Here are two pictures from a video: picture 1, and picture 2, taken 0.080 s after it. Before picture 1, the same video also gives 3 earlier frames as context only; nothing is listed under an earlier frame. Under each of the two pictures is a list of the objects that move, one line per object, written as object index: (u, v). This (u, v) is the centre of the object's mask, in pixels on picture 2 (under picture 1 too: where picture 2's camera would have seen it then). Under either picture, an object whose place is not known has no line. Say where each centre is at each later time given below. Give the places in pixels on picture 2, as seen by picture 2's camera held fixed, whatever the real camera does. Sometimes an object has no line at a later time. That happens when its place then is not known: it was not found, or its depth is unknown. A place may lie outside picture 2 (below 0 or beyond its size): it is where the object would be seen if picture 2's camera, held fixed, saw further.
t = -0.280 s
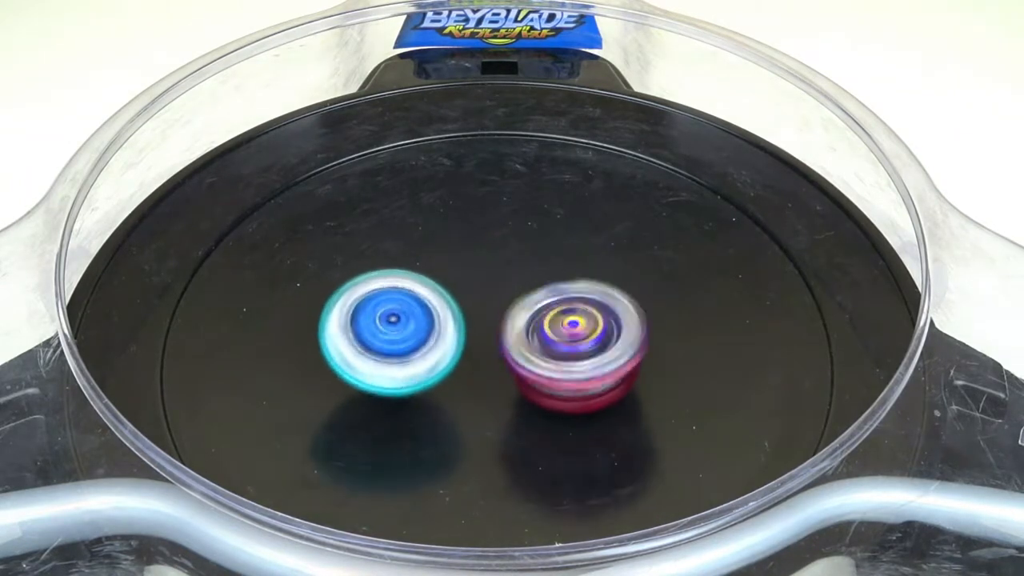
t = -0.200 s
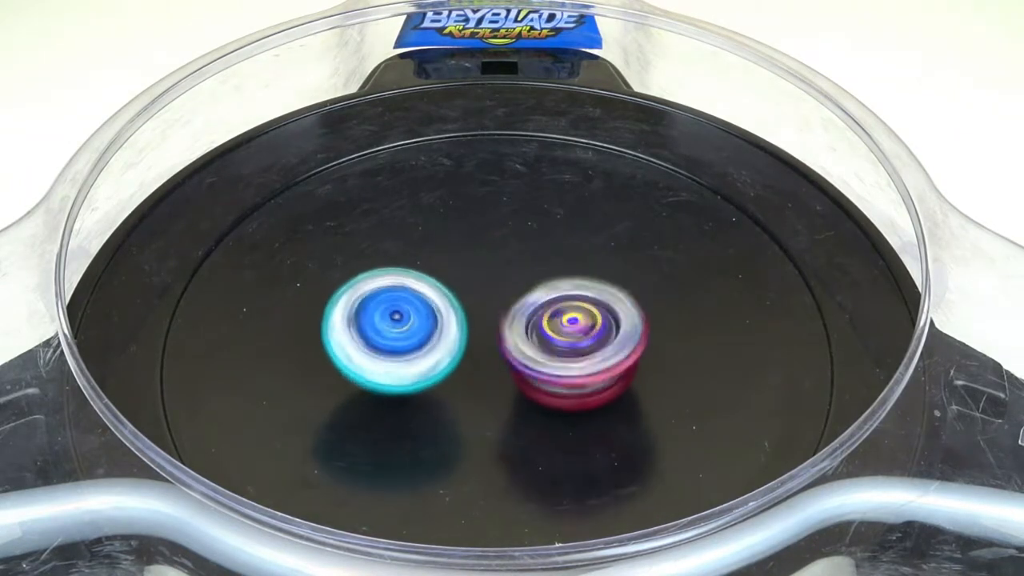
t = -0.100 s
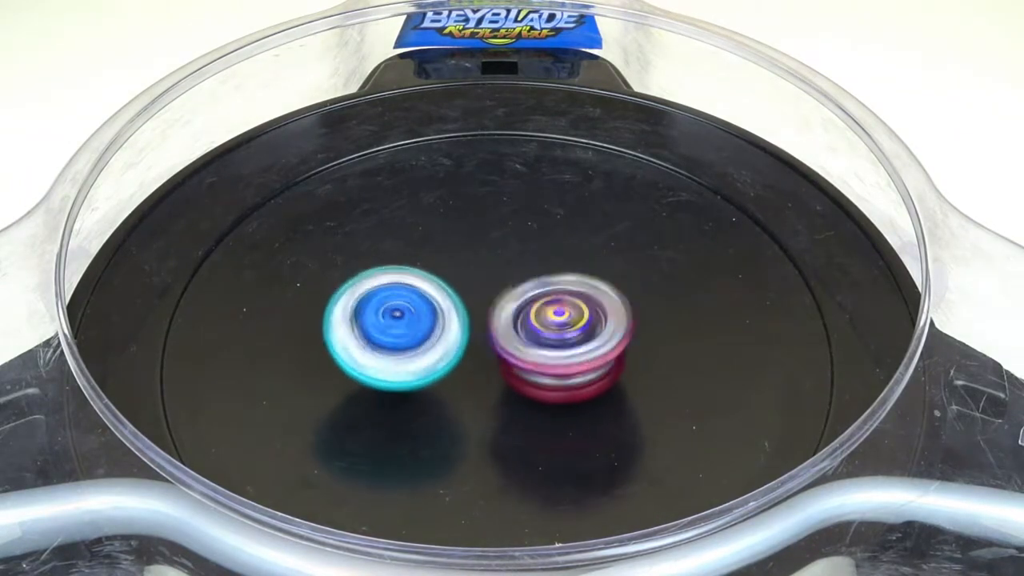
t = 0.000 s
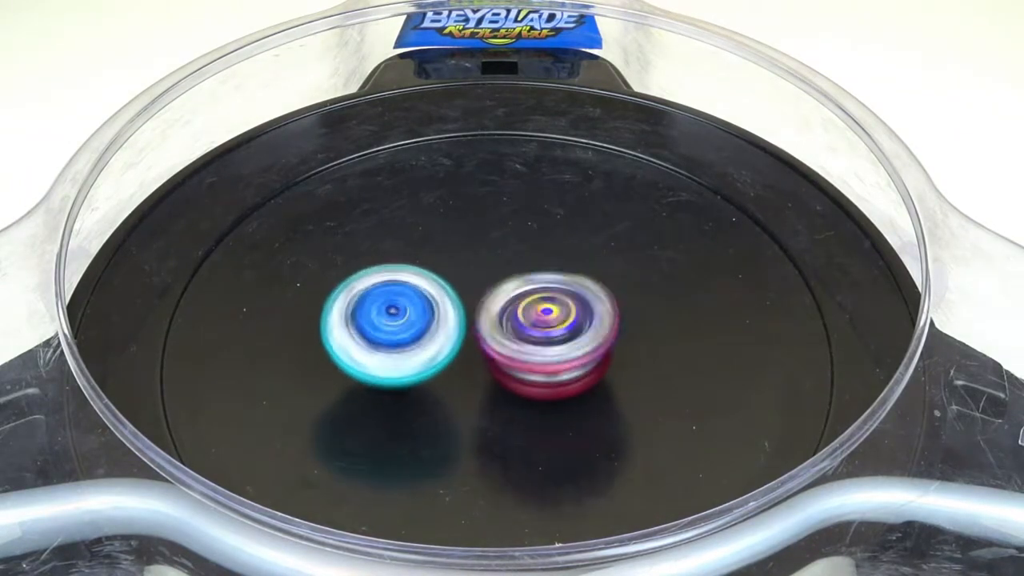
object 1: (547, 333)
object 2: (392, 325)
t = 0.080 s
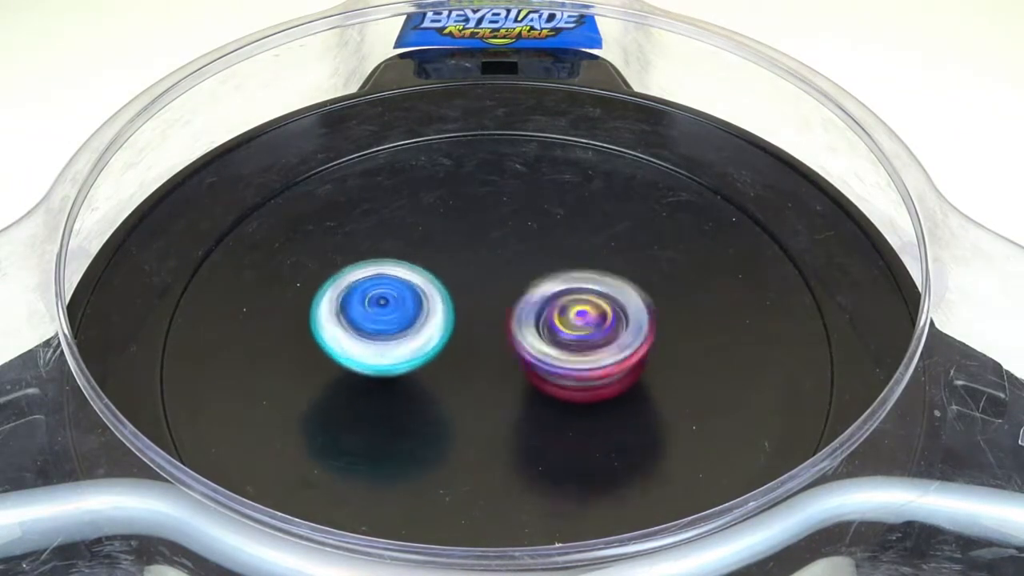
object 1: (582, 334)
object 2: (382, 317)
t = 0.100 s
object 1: (594, 334)
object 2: (385, 315)
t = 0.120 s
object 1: (604, 332)
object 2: (389, 316)
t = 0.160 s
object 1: (619, 327)
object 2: (386, 319)
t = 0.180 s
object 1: (624, 323)
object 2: (384, 317)
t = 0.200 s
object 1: (627, 318)
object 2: (386, 314)
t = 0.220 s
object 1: (628, 313)
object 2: (390, 314)
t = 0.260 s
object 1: (628, 303)
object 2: (387, 319)
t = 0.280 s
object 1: (624, 298)
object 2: (385, 318)
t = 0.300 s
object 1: (621, 295)
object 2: (386, 315)
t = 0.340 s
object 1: (606, 289)
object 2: (394, 316)
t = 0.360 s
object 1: (599, 287)
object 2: (392, 316)
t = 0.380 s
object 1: (589, 286)
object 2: (389, 317)
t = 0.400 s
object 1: (578, 284)
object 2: (388, 315)
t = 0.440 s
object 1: (558, 285)
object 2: (395, 314)
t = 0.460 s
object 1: (548, 285)
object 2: (396, 316)
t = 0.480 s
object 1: (539, 287)
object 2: (394, 316)
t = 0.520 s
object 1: (550, 288)
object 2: (357, 309)
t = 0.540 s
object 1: (576, 290)
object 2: (329, 302)
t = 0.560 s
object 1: (600, 293)
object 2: (316, 297)
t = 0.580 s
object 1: (620, 297)
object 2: (308, 294)
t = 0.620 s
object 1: (652, 299)
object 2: (322, 292)
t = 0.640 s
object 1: (665, 299)
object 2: (329, 297)
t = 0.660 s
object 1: (675, 298)
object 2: (326, 301)
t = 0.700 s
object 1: (685, 295)
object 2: (328, 303)
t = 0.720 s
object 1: (687, 294)
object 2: (330, 304)
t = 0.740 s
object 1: (687, 290)
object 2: (328, 306)
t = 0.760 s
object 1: (686, 287)
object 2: (328, 307)
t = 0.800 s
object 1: (681, 281)
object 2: (329, 306)
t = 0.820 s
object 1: (675, 280)
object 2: (329, 308)
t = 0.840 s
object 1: (668, 279)
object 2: (330, 309)
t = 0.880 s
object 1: (651, 279)
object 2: (328, 309)
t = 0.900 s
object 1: (642, 280)
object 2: (329, 310)
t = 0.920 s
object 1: (633, 282)
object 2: (332, 311)
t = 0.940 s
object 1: (623, 285)
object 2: (332, 313)
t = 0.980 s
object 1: (601, 293)
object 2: (329, 315)
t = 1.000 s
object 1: (589, 299)
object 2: (331, 314)
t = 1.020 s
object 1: (578, 304)
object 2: (332, 314)
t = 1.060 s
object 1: (557, 314)
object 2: (332, 318)
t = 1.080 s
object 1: (547, 319)
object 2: (331, 319)
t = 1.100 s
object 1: (536, 326)
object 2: (331, 317)
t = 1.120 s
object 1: (526, 332)
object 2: (331, 318)
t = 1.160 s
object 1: (506, 346)
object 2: (334, 321)
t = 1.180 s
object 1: (498, 351)
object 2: (333, 322)
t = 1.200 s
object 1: (490, 358)
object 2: (331, 324)
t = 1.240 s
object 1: (476, 371)
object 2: (331, 321)
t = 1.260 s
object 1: (487, 383)
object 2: (319, 308)
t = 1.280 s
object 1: (499, 397)
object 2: (311, 297)
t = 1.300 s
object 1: (510, 408)
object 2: (306, 289)
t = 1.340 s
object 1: (529, 424)
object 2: (326, 280)
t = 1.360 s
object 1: (536, 429)
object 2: (333, 281)
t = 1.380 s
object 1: (545, 434)
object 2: (336, 283)
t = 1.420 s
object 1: (560, 436)
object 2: (341, 283)
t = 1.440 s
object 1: (567, 434)
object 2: (340, 283)
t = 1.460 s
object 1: (574, 433)
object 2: (342, 286)
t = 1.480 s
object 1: (579, 429)
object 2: (341, 288)
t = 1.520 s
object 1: (585, 418)
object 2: (338, 289)
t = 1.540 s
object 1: (587, 412)
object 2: (338, 288)
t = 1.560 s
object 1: (586, 404)
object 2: (337, 287)
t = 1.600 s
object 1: (581, 389)
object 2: (339, 291)
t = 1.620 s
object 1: (576, 381)
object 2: (336, 293)
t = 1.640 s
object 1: (570, 374)
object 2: (335, 294)
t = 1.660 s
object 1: (563, 365)
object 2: (334, 293)
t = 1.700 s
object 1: (548, 351)
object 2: (334, 294)
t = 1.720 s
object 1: (540, 345)
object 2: (334, 294)
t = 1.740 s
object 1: (532, 337)
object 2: (332, 296)
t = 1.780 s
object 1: (516, 325)
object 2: (329, 298)
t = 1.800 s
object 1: (507, 321)
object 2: (328, 297)
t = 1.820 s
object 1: (499, 315)
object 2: (328, 297)
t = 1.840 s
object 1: (491, 311)
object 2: (327, 297)
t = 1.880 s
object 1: (475, 302)
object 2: (326, 299)
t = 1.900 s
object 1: (468, 298)
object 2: (325, 299)
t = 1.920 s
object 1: (462, 294)
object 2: (322, 299)
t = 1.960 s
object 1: (449, 286)
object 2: (321, 298)
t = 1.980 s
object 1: (448, 282)
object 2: (315, 299)
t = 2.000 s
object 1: (449, 279)
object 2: (313, 295)
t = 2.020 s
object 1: (450, 275)
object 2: (315, 291)
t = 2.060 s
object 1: (450, 268)
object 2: (321, 290)
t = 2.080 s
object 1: (449, 264)
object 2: (321, 292)
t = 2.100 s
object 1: (448, 260)
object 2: (318, 298)
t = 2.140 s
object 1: (445, 253)
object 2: (317, 296)
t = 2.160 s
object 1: (444, 250)
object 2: (318, 297)
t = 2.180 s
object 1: (443, 248)
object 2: (320, 295)
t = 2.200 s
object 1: (441, 245)
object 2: (321, 294)
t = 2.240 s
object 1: (438, 243)
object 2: (321, 294)
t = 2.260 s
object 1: (437, 243)
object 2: (319, 295)
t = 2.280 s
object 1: (435, 243)
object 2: (318, 294)
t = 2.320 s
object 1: (436, 244)
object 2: (319, 292)
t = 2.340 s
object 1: (437, 245)
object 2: (322, 289)
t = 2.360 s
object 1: (438, 246)
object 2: (325, 288)
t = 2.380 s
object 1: (441, 248)
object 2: (324, 289)
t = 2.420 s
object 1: (453, 252)
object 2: (321, 290)
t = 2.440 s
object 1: (460, 253)
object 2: (323, 288)
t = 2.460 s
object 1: (466, 255)
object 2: (325, 287)
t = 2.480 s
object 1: (473, 256)
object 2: (328, 286)
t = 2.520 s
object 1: (487, 259)
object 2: (332, 285)
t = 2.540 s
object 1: (493, 260)
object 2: (332, 286)
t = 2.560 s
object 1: (501, 261)
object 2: (332, 285)
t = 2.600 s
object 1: (514, 264)
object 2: (333, 283)
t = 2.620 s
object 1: (520, 264)
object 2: (335, 282)
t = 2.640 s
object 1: (527, 266)
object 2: (339, 281)
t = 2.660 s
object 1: (533, 266)
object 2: (343, 280)
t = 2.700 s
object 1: (546, 268)
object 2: (346, 281)
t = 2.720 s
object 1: (552, 270)
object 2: (347, 282)
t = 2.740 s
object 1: (558, 271)
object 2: (347, 282)
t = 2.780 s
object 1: (569, 273)
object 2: (349, 280)
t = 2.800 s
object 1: (574, 275)
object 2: (352, 279)
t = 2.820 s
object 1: (579, 275)
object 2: (356, 279)
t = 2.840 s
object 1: (584, 277)
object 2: (360, 279)
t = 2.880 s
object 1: (591, 279)
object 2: (364, 283)
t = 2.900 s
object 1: (593, 279)
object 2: (365, 283)
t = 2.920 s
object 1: (595, 281)
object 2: (366, 284)
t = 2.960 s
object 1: (598, 284)
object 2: (367, 282)
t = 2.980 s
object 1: (598, 285)
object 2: (370, 283)
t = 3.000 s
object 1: (599, 287)
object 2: (372, 283)
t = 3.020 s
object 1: (598, 289)
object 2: (375, 284)
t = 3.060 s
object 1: (596, 294)
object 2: (376, 286)
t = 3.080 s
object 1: (595, 297)
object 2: (377, 287)
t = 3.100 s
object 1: (594, 300)
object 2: (377, 288)
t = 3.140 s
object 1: (590, 306)
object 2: (377, 288)
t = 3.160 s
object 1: (588, 309)
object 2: (378, 287)
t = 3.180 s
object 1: (586, 312)
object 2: (381, 288)
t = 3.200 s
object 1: (584, 316)
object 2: (383, 289)
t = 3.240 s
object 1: (579, 323)
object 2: (384, 291)
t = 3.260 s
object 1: (577, 327)
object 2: (381, 292)
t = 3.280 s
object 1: (574, 330)
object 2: (381, 292)
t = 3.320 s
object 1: (568, 337)
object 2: (381, 292)
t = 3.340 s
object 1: (566, 341)
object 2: (383, 292)
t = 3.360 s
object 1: (562, 344)
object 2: (384, 292)
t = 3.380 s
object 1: (559, 349)
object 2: (386, 294)
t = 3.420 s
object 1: (553, 355)
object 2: (382, 296)
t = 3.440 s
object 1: (550, 358)
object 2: (380, 296)
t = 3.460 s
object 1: (547, 361)
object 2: (378, 295)
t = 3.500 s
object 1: (541, 365)
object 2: (382, 295)
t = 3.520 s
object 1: (538, 368)
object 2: (384, 297)
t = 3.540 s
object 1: (534, 369)
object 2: (385, 298)
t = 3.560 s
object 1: (531, 372)
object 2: (383, 298)
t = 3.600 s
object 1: (525, 374)
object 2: (380, 299)
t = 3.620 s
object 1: (521, 375)
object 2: (378, 299)
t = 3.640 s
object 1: (518, 377)
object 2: (378, 298)
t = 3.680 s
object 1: (512, 378)
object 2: (383, 299)
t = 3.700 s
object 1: (510, 378)
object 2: (384, 301)
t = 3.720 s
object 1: (507, 378)
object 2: (382, 305)
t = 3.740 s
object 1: (504, 378)
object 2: (379, 306)
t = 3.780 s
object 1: (498, 376)
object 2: (374, 303)
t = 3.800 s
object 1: (494, 374)
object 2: (375, 300)
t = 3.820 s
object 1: (494, 374)
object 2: (377, 301)
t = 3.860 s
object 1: (499, 380)
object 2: (379, 306)
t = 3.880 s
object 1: (504, 382)
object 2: (378, 308)
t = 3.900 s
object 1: (507, 382)
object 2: (374, 309)
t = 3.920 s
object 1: (513, 384)
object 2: (373, 310)
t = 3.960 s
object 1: (521, 384)
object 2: (371, 308)
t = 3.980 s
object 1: (524, 382)
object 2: (372, 307)
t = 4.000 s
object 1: (528, 381)
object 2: (373, 310)
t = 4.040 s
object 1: (535, 375)
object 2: (370, 315)
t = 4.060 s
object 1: (538, 372)
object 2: (368, 316)
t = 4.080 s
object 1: (539, 367)
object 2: (364, 315)
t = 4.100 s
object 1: (540, 364)
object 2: (363, 315)
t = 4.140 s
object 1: (539, 355)
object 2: (362, 314)
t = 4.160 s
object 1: (539, 351)
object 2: (363, 313)
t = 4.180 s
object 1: (538, 346)
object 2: (361, 316)
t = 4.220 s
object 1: (533, 335)
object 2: (355, 319)
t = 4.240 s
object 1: (529, 332)
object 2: (353, 319)
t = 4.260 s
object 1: (525, 326)
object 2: (351, 317)
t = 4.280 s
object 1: (522, 323)
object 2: (351, 316)
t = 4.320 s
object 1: (513, 314)
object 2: (350, 317)
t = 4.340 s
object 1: (509, 311)
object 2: (349, 317)
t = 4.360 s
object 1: (503, 306)
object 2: (345, 318)
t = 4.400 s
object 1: (492, 301)
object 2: (339, 316)
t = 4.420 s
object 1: (488, 298)
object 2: (339, 314)
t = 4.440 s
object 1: (484, 295)
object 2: (338, 311)
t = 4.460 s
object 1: (479, 291)
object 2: (339, 311)
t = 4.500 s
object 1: (468, 287)
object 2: (338, 311)
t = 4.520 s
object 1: (463, 286)
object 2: (337, 310)
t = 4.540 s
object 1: (458, 286)
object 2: (334, 311)
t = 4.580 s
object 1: (458, 284)
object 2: (334, 308)
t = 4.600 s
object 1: (459, 282)
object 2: (336, 306)
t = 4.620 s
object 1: (462, 283)
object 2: (336, 305)
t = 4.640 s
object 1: (464, 282)
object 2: (339, 303)
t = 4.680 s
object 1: (470, 280)
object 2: (343, 299)
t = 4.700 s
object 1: (472, 278)
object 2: (345, 299)
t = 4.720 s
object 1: (474, 279)
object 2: (346, 298)
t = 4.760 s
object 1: (478, 277)
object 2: (345, 298)
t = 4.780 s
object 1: (481, 277)
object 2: (346, 297)
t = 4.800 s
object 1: (483, 275)
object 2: (347, 295)
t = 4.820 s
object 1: (485, 276)
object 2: (350, 293)
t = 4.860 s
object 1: (499, 279)
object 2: (345, 285)
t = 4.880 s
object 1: (516, 282)
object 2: (335, 283)
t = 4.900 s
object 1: (528, 286)
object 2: (327, 278)
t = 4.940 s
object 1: (549, 293)
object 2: (318, 274)
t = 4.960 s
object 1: (562, 295)
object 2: (316, 271)
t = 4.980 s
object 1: (569, 297)
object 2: (318, 277)
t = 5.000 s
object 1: (575, 301)
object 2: (319, 281)
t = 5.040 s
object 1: (592, 306)
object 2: (332, 282)
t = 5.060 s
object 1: (599, 308)
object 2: (341, 293)
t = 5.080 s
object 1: (603, 311)
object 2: (350, 305)
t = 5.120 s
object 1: (615, 315)
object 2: (357, 295)
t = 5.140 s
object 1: (616, 318)
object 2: (361, 297)
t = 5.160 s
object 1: (618, 321)
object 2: (369, 296)
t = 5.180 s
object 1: (623, 322)
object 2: (378, 294)
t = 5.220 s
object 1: (624, 327)
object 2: (397, 297)
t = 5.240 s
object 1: (625, 329)
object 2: (406, 302)
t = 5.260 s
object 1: (626, 331)
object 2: (414, 302)
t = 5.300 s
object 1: (623, 336)
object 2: (426, 315)
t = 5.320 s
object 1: (623, 340)
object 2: (431, 319)
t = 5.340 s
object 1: (621, 340)
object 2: (434, 320)
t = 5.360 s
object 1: (617, 344)
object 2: (435, 324)
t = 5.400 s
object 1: (611, 348)
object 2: (435, 330)
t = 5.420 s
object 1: (605, 351)
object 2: (434, 330)
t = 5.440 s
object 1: (599, 353)
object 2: (434, 331)
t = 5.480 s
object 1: (587, 357)
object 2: (436, 332)
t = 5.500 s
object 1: (579, 359)
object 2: (438, 335)
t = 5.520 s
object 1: (572, 360)
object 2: (440, 339)
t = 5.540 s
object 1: (565, 362)
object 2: (438, 342)
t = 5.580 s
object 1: (573, 369)
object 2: (428, 335)
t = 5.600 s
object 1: (579, 375)
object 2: (428, 333)
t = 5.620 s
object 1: (583, 374)
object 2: (435, 336)
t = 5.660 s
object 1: (584, 375)
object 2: (445, 346)
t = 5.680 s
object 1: (581, 373)
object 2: (441, 345)
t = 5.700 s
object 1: (575, 370)
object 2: (436, 345)
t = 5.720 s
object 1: (569, 367)
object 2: (430, 347)
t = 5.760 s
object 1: (565, 360)
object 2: (422, 348)
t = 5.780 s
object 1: (564, 357)
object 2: (418, 350)
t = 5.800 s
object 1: (562, 353)
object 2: (414, 351)
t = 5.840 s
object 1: (556, 345)
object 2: (405, 351)
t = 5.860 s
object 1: (554, 340)
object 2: (401, 343)
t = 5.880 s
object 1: (553, 337)
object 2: (399, 341)
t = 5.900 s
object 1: (551, 332)
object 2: (396, 341)
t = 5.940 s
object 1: (550, 322)
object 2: (390, 344)
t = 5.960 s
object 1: (547, 318)
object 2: (389, 341)
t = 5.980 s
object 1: (545, 314)
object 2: (391, 342)
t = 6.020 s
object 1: (543, 305)
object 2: (393, 334)
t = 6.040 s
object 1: (542, 302)
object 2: (399, 332)
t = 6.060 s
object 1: (541, 297)
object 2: (402, 337)
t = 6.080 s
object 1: (540, 293)
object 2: (405, 337)
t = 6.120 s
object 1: (535, 286)
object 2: (411, 337)
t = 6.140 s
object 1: (536, 283)
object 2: (414, 335)
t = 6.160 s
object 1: (534, 279)
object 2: (421, 340)
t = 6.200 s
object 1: (535, 270)
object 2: (433, 328)
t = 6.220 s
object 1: (534, 266)
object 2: (439, 331)
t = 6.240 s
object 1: (538, 261)
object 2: (433, 337)
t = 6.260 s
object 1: (543, 255)
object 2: (430, 337)
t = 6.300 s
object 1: (552, 247)
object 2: (432, 335)
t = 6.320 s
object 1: (555, 244)
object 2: (436, 335)
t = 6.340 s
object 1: (559, 240)
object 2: (439, 333)
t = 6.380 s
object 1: (563, 237)
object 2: (440, 325)
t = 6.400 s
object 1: (563, 237)
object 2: (441, 321)
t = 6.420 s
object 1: (567, 236)
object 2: (443, 322)
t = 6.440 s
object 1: (567, 235)
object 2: (445, 320)
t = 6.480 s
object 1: (568, 236)
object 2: (451, 306)
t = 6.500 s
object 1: (572, 236)
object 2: (454, 308)
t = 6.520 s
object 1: (571, 239)
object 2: (456, 303)
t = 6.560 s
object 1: (570, 243)
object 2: (461, 296)
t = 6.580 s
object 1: (573, 246)
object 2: (461, 297)
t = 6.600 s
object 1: (573, 252)
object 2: (456, 292)
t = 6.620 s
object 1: (574, 258)
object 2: (453, 293)
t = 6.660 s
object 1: (572, 266)
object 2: (450, 289)
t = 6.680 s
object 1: (568, 272)
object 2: (450, 293)
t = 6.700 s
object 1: (566, 278)
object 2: (450, 298)
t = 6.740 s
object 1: (567, 288)
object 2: (440, 298)
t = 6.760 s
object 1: (565, 293)
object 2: (438, 299)
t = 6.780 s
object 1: (562, 299)
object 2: (437, 305)
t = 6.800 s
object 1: (558, 305)
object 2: (437, 308)
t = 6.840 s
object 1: (554, 310)
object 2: (434, 315)
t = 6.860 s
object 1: (562, 313)
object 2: (424, 317)
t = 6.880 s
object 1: (567, 318)
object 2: (416, 321)
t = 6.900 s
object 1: (568, 322)
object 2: (410, 325)
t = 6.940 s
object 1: (567, 328)
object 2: (407, 331)
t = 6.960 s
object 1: (564, 330)
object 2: (408, 337)
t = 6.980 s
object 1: (560, 333)
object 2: (411, 338)
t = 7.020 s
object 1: (558, 334)
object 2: (423, 348)
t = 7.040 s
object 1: (557, 334)
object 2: (424, 353)
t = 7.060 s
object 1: (559, 335)
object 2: (426, 355)
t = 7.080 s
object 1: (561, 335)
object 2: (427, 356)
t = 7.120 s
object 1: (565, 335)
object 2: (429, 366)
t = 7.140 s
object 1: (566, 336)
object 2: (432, 369)
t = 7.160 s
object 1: (567, 335)
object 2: (434, 371)
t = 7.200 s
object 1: (570, 335)
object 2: (441, 372)
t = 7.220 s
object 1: (572, 335)
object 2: (444, 372)
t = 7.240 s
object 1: (573, 336)
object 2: (447, 370)
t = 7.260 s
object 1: (573, 336)
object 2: (443, 365)
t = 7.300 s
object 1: (574, 339)
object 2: (435, 358)
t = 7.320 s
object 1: (574, 338)
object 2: (434, 357)
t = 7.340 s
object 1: (576, 338)
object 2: (435, 356)
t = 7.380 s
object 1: (578, 338)
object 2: (438, 357)
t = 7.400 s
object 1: (580, 338)
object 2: (441, 357)
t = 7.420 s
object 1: (580, 339)
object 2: (443, 355)
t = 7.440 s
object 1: (582, 339)
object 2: (444, 353)
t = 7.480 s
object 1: (581, 339)
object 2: (447, 349)
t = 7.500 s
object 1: (581, 339)
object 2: (447, 347)
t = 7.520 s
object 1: (582, 340)
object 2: (447, 346)
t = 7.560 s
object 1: (585, 340)
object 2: (444, 346)
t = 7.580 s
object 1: (586, 341)
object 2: (444, 347)
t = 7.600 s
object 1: (582, 341)
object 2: (444, 348)
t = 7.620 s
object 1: (579, 341)
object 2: (444, 348)
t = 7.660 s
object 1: (572, 340)
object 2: (444, 348)
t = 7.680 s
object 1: (572, 337)
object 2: (444, 348)
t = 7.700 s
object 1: (571, 336)
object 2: (445, 347)
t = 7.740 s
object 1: (568, 334)
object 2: (445, 345)
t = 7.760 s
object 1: (570, 334)
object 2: (443, 343)
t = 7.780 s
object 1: (571, 335)
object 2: (442, 342)
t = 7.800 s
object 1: (572, 335)
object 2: (443, 341)
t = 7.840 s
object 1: (573, 336)
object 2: (444, 339)
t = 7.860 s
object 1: (569, 335)
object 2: (445, 338)
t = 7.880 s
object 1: (567, 336)
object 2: (444, 337)
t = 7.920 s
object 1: (561, 337)
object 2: (443, 335)
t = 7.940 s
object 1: (561, 335)
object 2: (443, 335)
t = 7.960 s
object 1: (561, 336)
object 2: (442, 333)
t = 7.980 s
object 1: (562, 336)
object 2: (442, 332)
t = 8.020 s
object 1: (566, 337)
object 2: (439, 326)
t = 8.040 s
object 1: (567, 338)
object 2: (437, 323)
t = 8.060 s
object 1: (567, 338)
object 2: (438, 320)
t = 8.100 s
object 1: (571, 337)
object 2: (442, 316)
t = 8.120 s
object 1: (572, 337)
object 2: (443, 314)
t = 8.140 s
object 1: (572, 335)
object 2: (444, 312)
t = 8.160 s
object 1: (573, 334)
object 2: (445, 310)
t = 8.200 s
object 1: (573, 333)
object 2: (448, 308)
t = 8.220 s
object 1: (572, 332)
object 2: (449, 308)
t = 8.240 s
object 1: (575, 331)
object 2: (449, 307)
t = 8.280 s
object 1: (581, 332)
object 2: (449, 308)
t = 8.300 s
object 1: (580, 331)
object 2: (449, 308)
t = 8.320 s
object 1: (580, 330)
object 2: (448, 309)
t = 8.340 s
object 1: (579, 331)
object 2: (447, 309)
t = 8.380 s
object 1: (573, 333)
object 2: (446, 311)
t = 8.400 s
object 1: (572, 334)
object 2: (444, 312)
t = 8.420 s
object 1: (570, 334)
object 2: (444, 313)
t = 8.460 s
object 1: (563, 335)
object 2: (442, 314)
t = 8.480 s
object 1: (561, 334)
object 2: (442, 315)
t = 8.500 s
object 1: (560, 334)
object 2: (441, 315)
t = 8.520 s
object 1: (559, 333)
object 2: (440, 316)
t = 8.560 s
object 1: (561, 332)
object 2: (440, 317)
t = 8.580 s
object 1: (562, 331)
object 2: (441, 318)
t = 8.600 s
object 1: (563, 329)
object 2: (441, 319)
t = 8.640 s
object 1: (567, 327)
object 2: (440, 320)
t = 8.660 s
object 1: (568, 327)
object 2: (441, 321)
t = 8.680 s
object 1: (569, 325)
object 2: (441, 323)
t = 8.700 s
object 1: (567, 324)
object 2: (441, 324)
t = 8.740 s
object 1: (566, 324)
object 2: (441, 326)
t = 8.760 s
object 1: (566, 322)
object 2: (441, 327)
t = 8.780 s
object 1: (565, 322)
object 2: (441, 328)
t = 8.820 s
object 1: (562, 318)
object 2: (441, 329)
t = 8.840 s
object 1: (560, 316)
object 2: (441, 329)
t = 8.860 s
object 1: (559, 315)
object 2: (441, 329)
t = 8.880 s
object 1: (558, 314)
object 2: (441, 329)
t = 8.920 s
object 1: (559, 315)
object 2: (441, 330)
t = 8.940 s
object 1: (560, 313)
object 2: (441, 330)
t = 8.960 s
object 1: (560, 312)
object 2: (441, 330)
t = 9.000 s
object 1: (561, 311)
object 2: (442, 330)
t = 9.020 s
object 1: (561, 310)
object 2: (442, 331)
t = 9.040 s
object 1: (562, 309)
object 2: (442, 331)
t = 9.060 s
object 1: (562, 307)
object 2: (442, 332)
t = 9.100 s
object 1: (561, 305)
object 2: (443, 334)
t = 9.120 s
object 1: (561, 305)
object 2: (444, 335)
